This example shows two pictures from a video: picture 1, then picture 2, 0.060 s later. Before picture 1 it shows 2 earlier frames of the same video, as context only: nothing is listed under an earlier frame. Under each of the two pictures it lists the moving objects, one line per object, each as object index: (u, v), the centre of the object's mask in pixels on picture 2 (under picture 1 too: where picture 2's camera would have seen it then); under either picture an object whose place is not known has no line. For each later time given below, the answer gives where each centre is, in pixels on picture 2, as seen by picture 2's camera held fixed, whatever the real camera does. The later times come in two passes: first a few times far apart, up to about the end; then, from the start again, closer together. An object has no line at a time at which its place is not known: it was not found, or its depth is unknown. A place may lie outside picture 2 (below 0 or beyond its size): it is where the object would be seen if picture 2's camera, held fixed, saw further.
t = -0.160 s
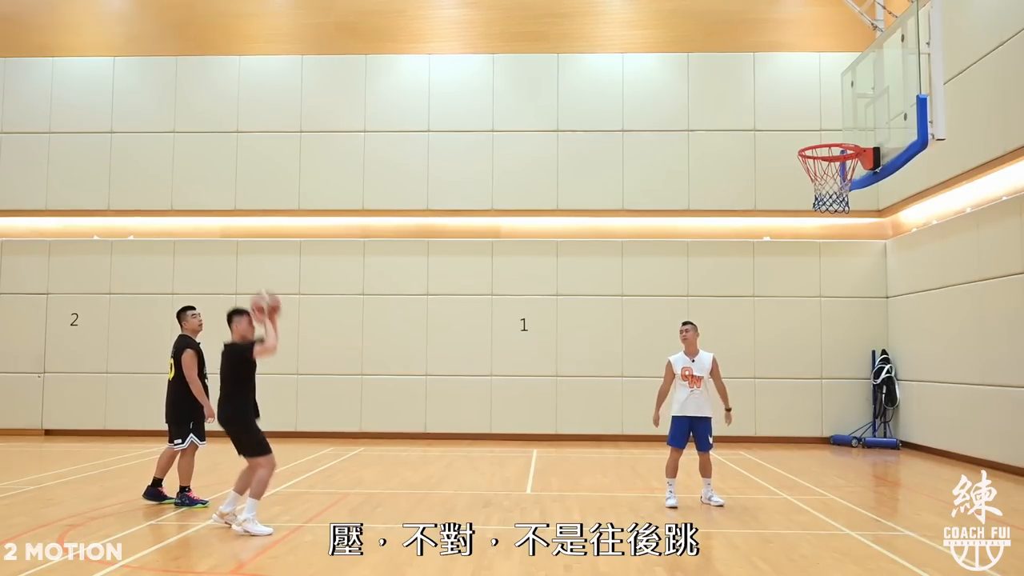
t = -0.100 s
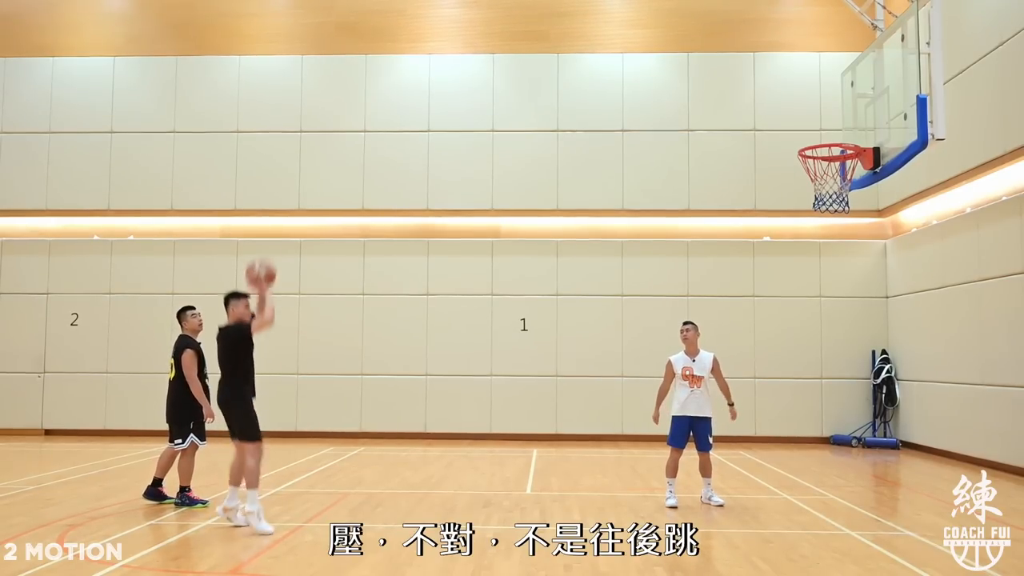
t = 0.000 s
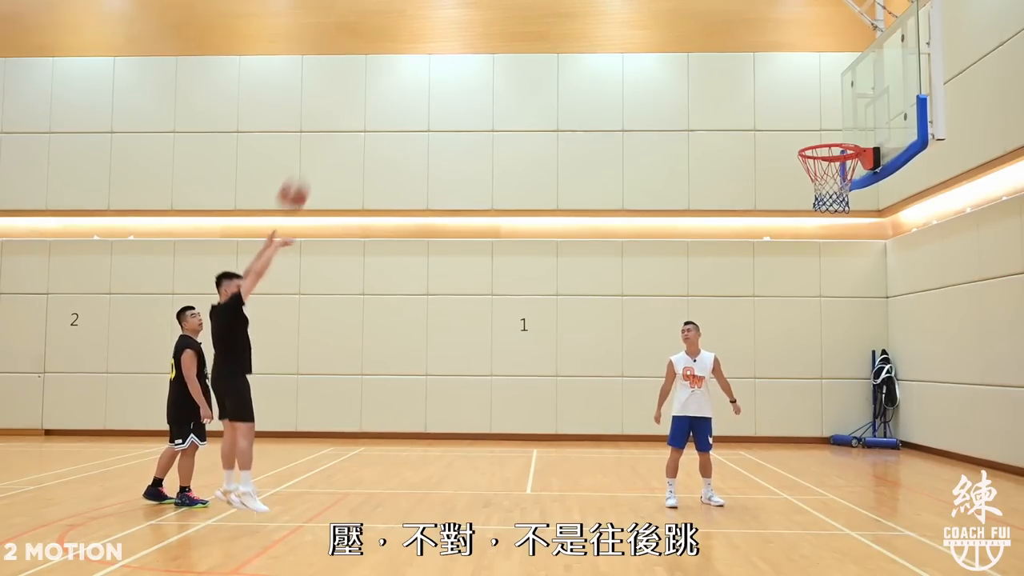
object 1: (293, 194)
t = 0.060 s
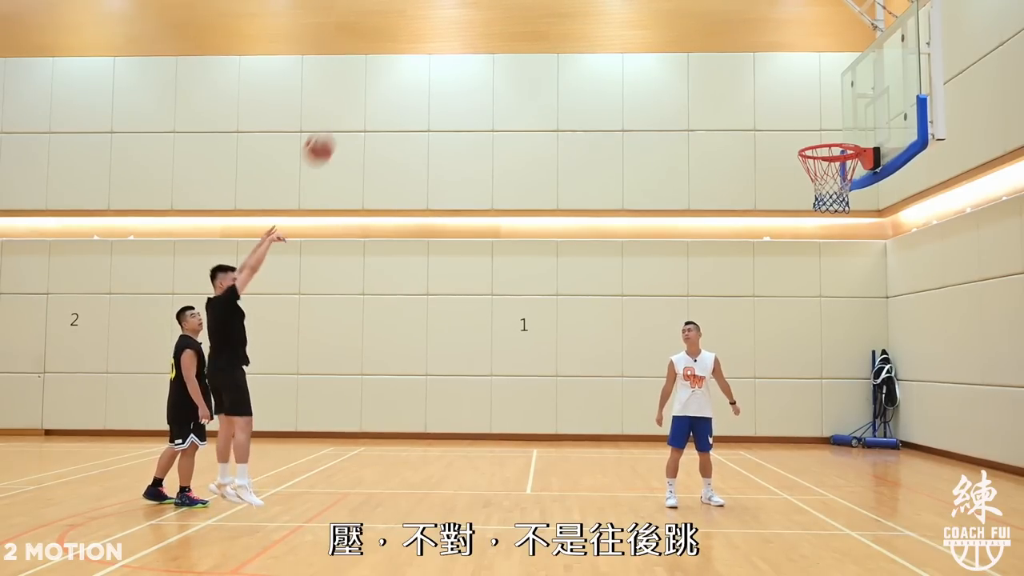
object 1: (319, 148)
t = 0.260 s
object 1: (401, 27)
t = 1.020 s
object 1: (678, 5)
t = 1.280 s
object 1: (768, 132)
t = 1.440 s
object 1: (824, 249)
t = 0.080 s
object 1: (327, 134)
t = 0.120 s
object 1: (345, 106)
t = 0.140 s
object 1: (353, 93)
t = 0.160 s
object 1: (361, 81)
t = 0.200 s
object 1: (377, 58)
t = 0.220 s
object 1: (385, 47)
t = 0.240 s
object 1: (393, 37)
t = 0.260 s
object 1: (401, 27)
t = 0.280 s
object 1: (409, 18)
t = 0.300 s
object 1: (416, 11)
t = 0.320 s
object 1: (424, 6)
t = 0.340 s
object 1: (432, 3)
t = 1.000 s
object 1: (670, 2)
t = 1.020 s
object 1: (678, 5)
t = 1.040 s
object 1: (685, 9)
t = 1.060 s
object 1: (692, 13)
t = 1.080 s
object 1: (699, 22)
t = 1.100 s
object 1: (706, 31)
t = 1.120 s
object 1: (713, 40)
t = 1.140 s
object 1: (719, 49)
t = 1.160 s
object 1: (726, 61)
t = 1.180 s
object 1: (734, 71)
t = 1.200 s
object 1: (740, 82)
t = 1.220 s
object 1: (747, 94)
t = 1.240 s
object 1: (754, 106)
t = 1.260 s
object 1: (761, 118)
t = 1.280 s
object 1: (768, 132)
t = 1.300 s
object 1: (774, 145)
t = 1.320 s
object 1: (781, 159)
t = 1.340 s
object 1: (788, 174)
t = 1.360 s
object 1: (795, 187)
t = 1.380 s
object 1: (802, 202)
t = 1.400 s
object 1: (807, 217)
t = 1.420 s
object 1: (817, 235)
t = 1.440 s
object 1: (824, 249)
